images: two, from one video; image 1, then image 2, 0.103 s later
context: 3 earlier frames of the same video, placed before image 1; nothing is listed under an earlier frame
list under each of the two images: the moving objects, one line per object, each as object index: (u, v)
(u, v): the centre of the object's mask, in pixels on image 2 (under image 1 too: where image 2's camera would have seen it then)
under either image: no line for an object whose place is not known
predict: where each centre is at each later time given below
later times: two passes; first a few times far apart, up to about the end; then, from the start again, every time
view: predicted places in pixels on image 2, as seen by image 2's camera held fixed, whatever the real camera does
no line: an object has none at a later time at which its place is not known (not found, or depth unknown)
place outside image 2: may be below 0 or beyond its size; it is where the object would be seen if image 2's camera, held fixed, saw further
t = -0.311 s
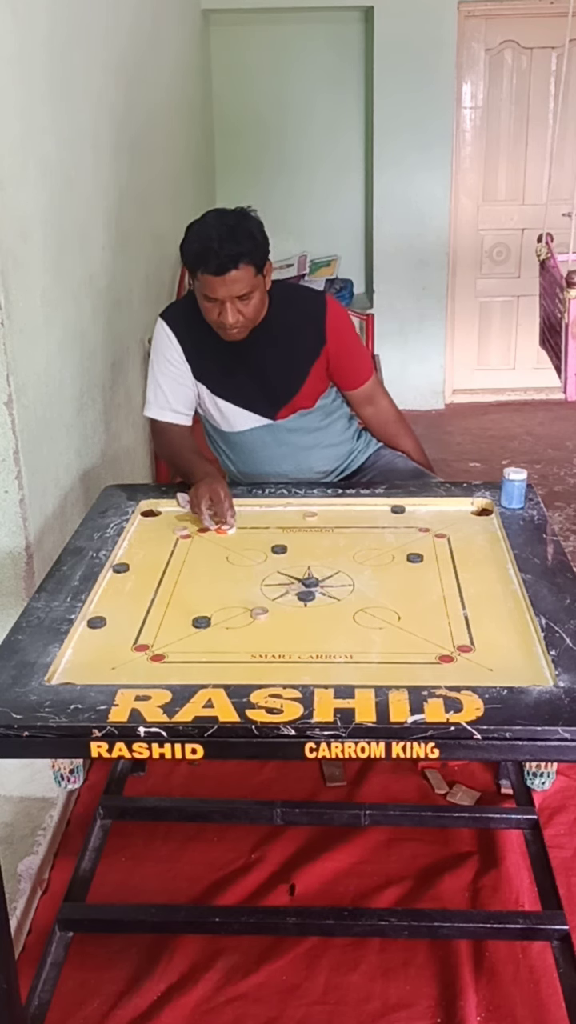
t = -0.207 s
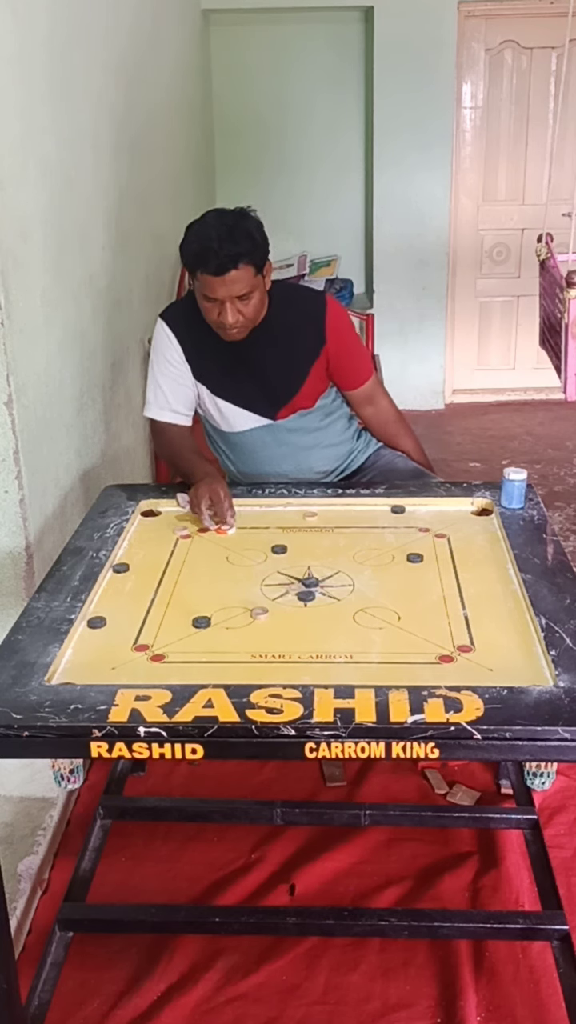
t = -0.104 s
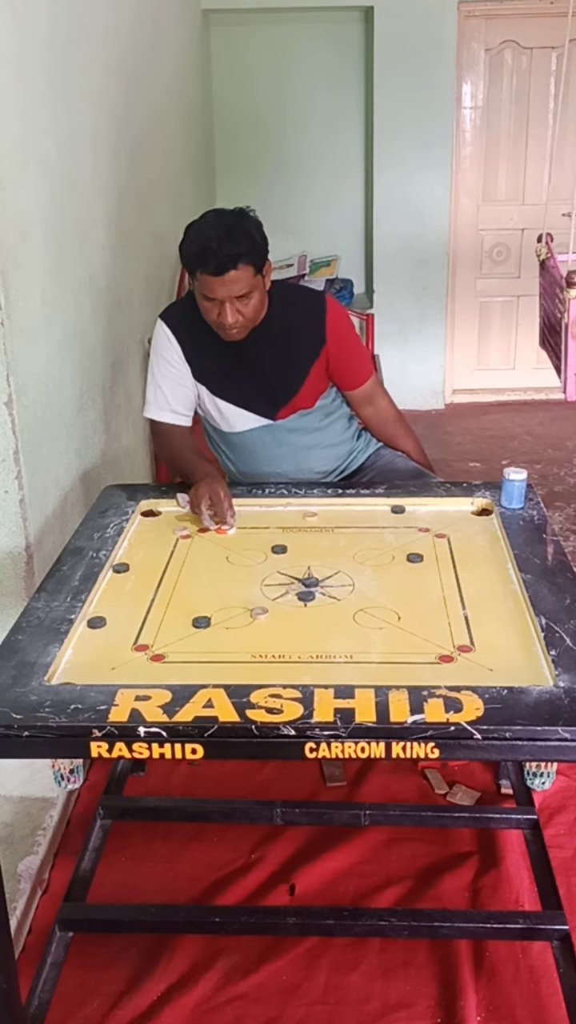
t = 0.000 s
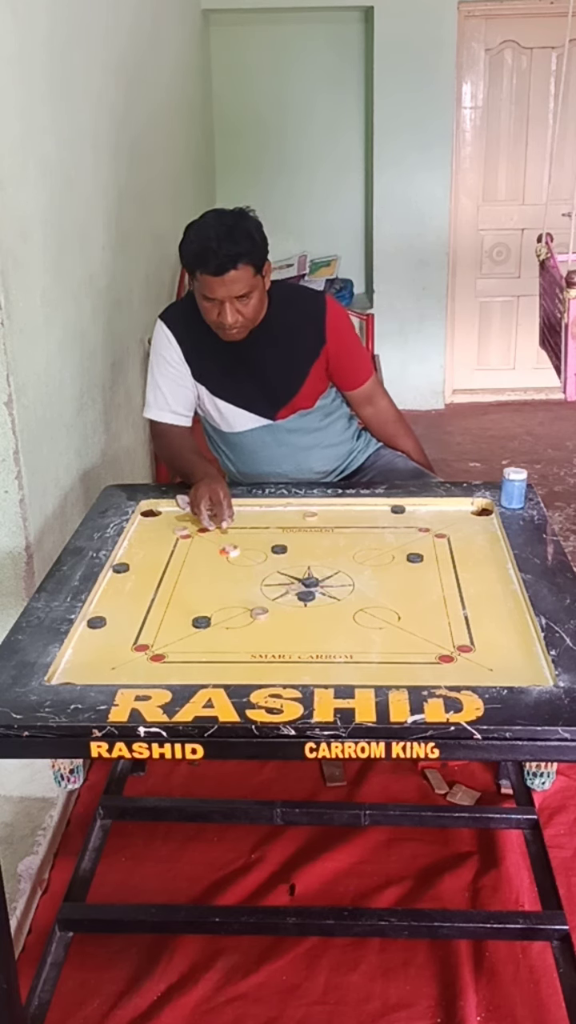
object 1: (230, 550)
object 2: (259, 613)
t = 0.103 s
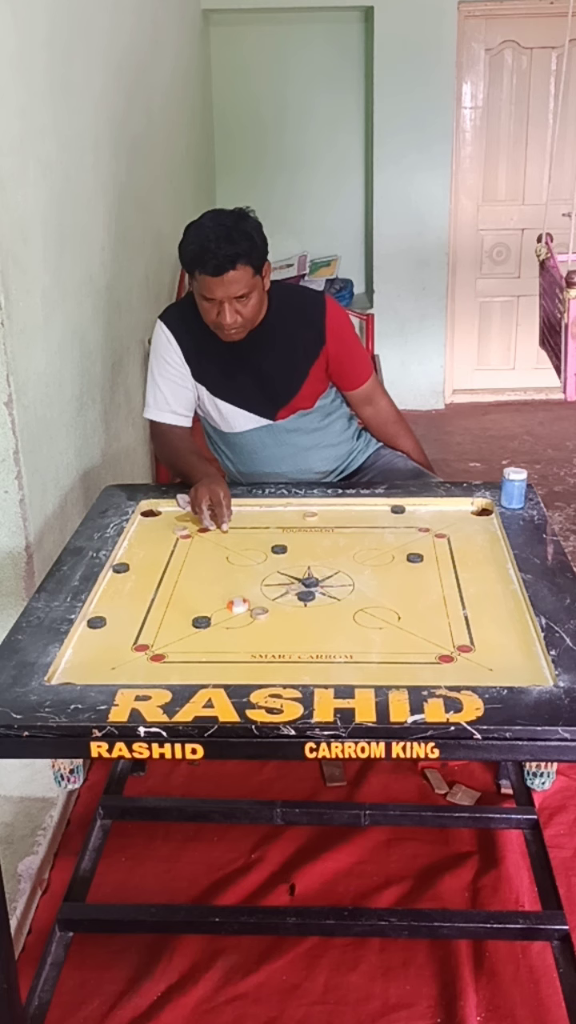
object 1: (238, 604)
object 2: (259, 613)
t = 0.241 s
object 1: (217, 682)
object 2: (342, 629)
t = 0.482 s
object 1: (231, 594)
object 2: (486, 663)
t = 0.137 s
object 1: (236, 624)
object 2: (274, 615)
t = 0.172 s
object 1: (231, 643)
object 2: (297, 620)
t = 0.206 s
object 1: (224, 664)
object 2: (320, 626)
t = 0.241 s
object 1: (217, 682)
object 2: (342, 629)
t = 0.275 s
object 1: (218, 674)
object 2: (364, 633)
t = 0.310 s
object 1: (221, 656)
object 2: (385, 640)
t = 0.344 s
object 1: (224, 642)
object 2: (407, 644)
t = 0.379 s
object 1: (226, 629)
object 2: (427, 649)
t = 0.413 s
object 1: (228, 617)
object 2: (446, 655)
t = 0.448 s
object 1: (229, 605)
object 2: (468, 659)
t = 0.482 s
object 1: (231, 594)
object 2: (486, 663)
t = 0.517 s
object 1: (232, 583)
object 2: (504, 666)
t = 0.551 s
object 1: (233, 574)
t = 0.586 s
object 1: (234, 565)
